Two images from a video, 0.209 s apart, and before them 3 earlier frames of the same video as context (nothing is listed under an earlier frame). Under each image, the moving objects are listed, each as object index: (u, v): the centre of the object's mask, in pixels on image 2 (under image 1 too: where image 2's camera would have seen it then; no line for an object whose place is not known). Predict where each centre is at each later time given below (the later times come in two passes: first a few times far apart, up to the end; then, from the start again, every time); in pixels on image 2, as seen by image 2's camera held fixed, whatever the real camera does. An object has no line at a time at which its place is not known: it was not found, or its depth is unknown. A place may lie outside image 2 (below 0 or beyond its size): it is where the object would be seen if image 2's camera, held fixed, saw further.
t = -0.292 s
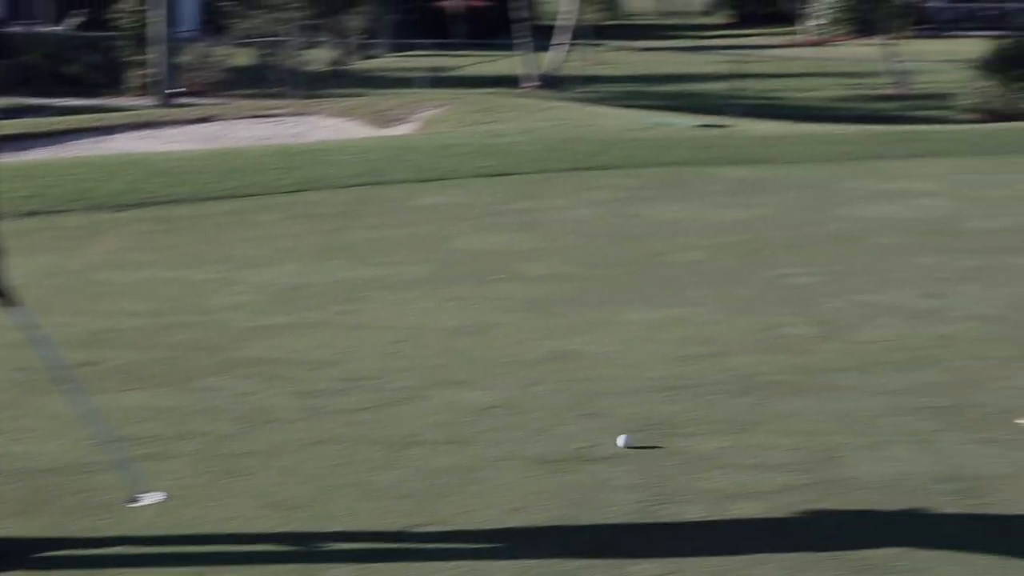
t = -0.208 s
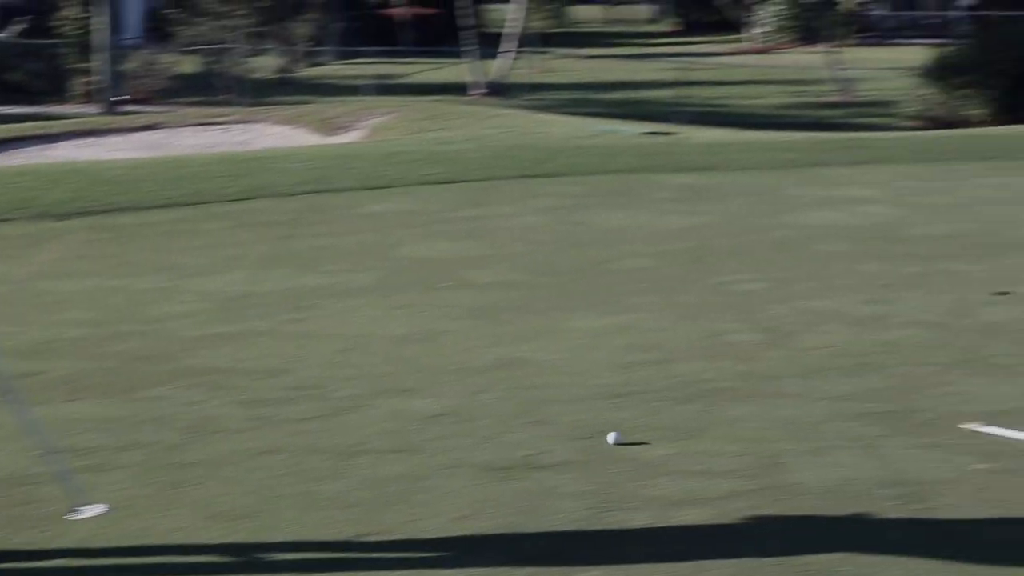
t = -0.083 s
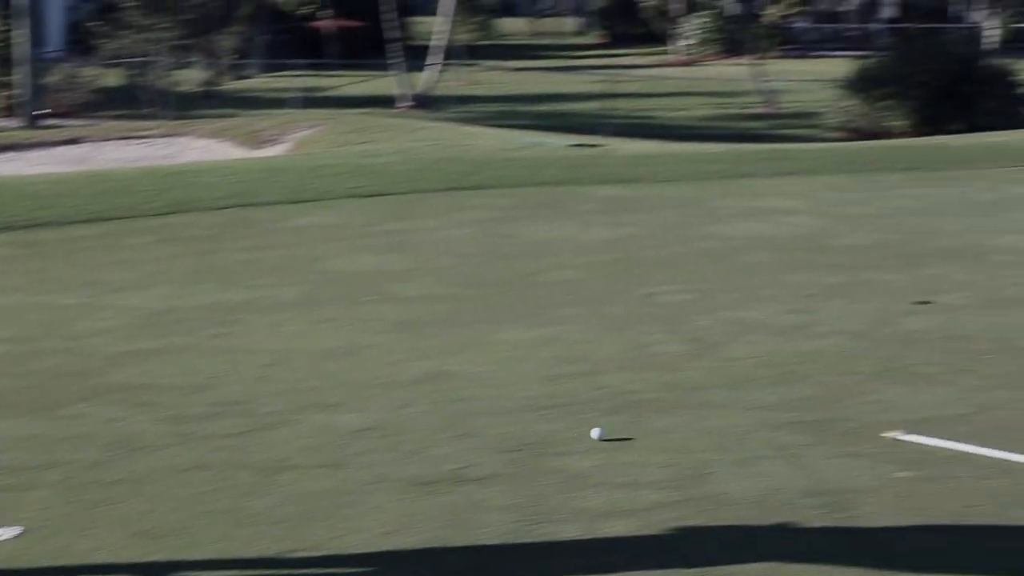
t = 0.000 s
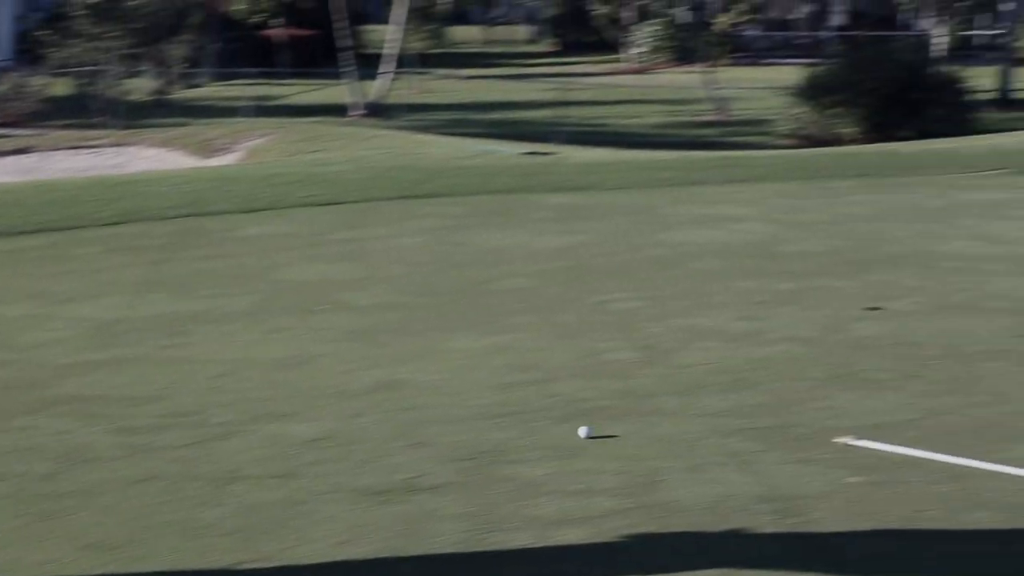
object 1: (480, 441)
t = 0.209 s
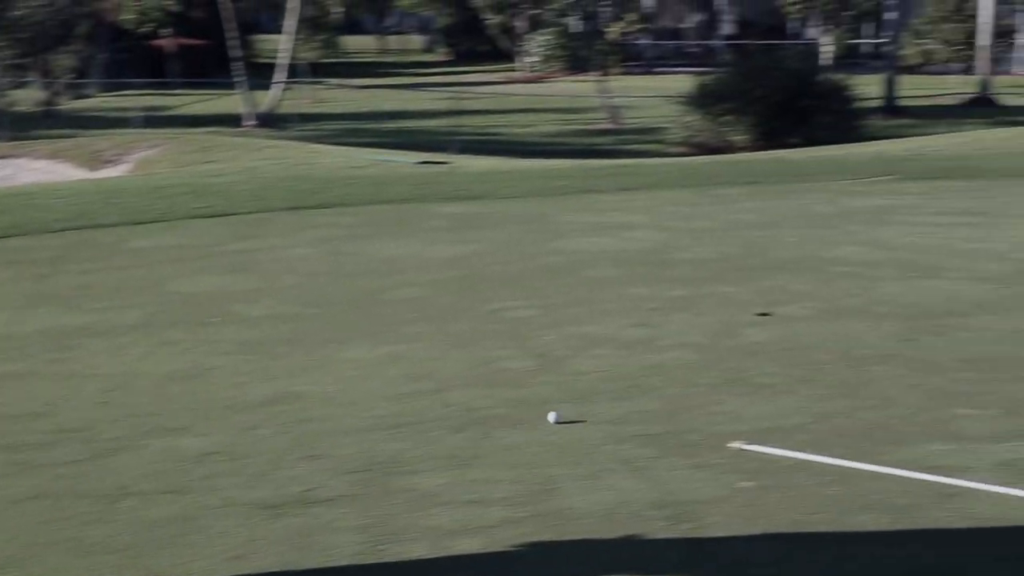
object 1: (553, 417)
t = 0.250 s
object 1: (566, 413)
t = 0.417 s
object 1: (613, 398)
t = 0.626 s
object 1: (659, 381)
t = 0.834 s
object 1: (695, 366)
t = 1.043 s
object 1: (724, 354)
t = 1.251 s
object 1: (747, 344)
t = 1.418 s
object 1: (759, 337)
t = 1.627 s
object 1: (770, 330)
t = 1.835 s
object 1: (776, 325)
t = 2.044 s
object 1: (777, 320)
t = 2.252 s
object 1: (776, 317)
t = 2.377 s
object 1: (776, 315)
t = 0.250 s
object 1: (566, 413)
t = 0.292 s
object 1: (579, 409)
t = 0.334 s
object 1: (590, 405)
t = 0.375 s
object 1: (601, 402)
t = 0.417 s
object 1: (613, 398)
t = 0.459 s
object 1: (622, 395)
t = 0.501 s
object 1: (632, 391)
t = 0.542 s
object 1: (641, 388)
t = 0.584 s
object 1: (651, 384)
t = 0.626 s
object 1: (659, 381)
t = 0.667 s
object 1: (667, 378)
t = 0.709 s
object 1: (674, 375)
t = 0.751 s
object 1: (682, 372)
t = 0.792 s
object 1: (689, 369)
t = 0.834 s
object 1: (695, 366)
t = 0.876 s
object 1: (701, 364)
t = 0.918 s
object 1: (707, 361)
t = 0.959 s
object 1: (713, 359)
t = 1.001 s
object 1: (718, 356)
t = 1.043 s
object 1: (724, 354)
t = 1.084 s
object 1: (729, 352)
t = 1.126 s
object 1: (734, 350)
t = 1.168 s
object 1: (739, 348)
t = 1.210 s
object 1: (743, 346)
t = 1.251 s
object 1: (747, 344)
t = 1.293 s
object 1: (751, 343)
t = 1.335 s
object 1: (754, 341)
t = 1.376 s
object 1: (757, 339)
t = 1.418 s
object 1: (759, 337)
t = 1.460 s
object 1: (762, 336)
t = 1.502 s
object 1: (764, 334)
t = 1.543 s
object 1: (766, 333)
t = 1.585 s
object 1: (768, 332)
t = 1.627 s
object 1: (770, 330)
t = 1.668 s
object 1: (772, 329)
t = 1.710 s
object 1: (773, 328)
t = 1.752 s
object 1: (774, 327)
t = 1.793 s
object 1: (775, 326)
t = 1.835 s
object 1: (776, 325)
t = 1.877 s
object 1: (777, 323)
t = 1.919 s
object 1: (777, 322)
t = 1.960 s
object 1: (777, 321)
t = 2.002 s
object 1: (777, 321)
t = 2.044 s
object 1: (777, 320)
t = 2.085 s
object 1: (777, 319)
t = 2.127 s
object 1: (777, 318)
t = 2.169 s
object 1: (777, 318)
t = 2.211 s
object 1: (777, 317)
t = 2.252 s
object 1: (776, 317)
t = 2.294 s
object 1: (776, 316)
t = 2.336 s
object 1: (776, 316)
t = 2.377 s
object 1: (776, 315)
